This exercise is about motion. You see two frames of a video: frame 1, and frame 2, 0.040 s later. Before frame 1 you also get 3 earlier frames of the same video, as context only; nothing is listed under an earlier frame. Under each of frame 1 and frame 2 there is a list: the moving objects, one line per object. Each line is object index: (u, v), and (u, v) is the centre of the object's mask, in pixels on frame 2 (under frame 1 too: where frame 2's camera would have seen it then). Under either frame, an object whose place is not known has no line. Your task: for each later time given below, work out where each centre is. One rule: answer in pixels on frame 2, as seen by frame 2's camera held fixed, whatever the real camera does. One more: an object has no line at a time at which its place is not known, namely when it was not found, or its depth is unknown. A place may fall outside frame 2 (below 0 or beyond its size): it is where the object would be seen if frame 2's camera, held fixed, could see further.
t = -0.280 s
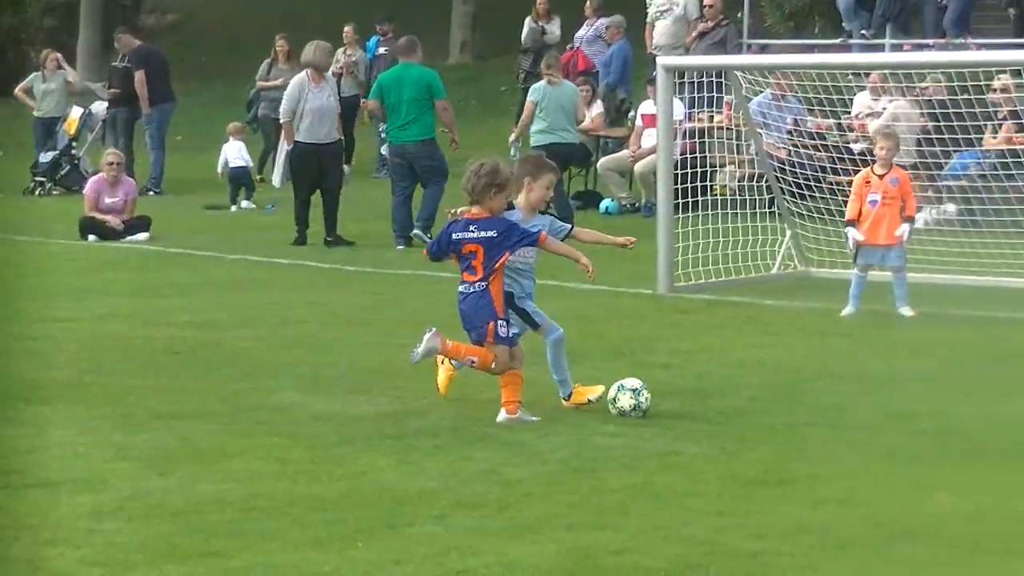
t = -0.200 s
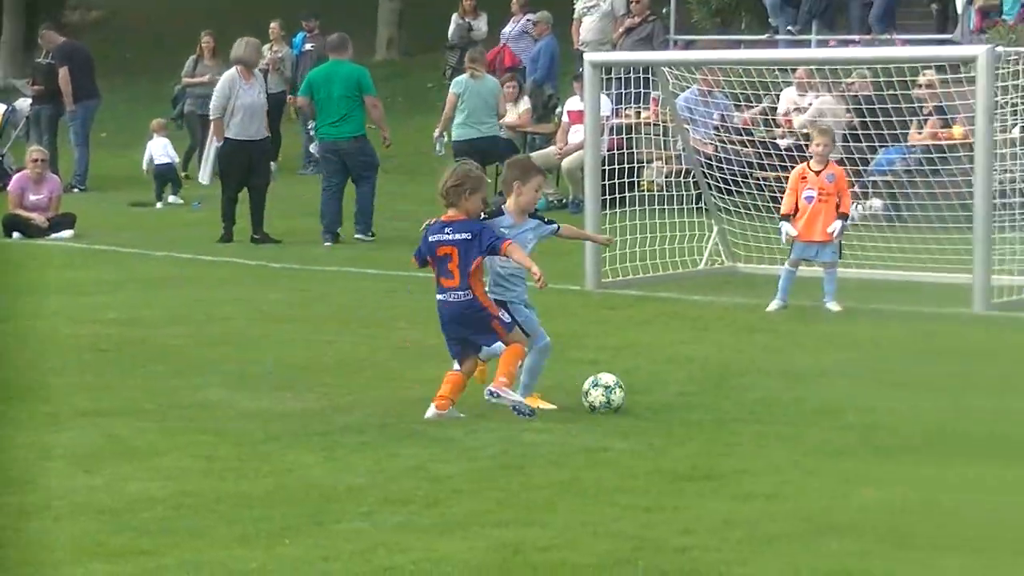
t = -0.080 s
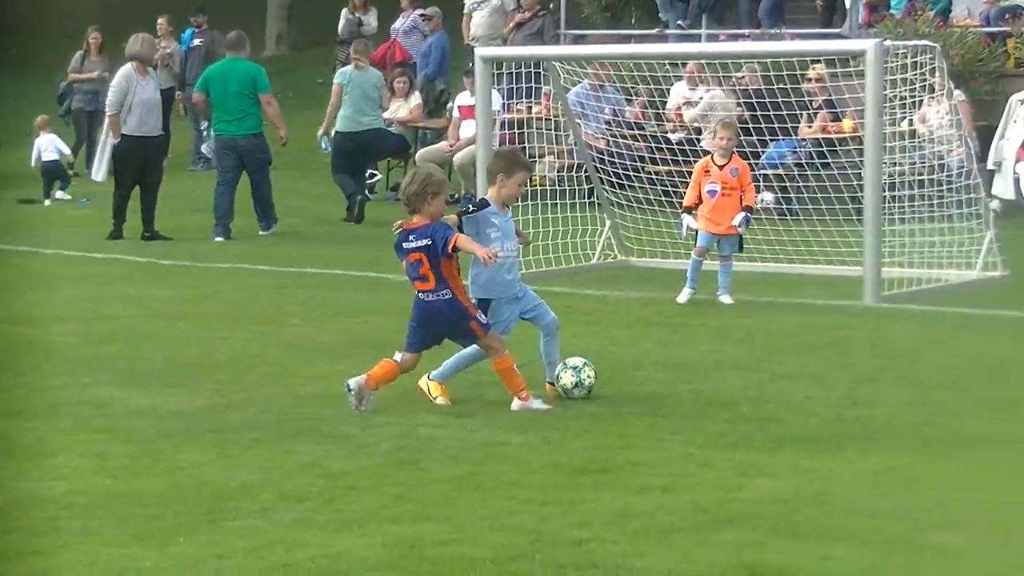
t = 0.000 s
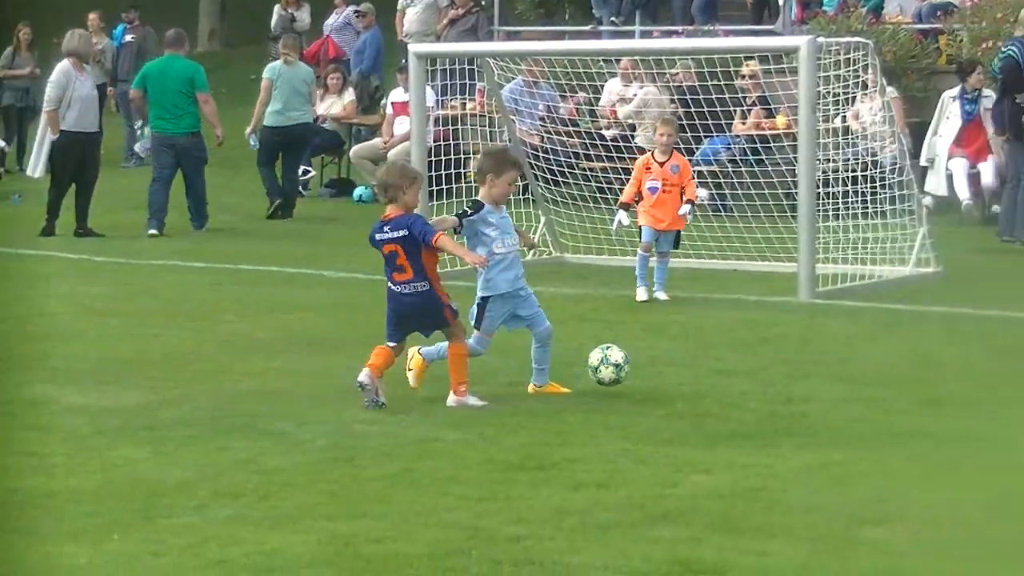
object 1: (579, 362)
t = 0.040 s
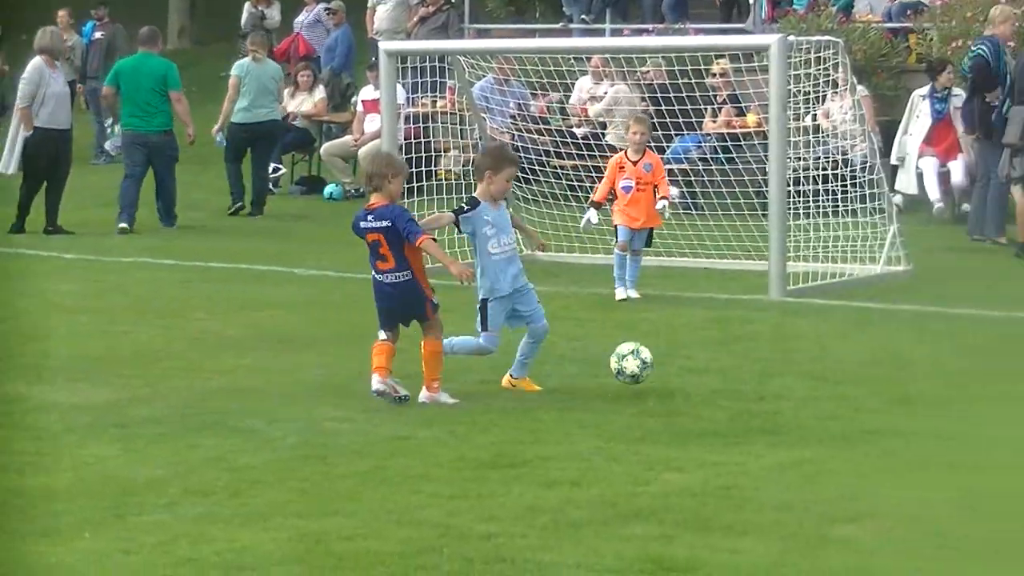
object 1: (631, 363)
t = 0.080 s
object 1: (684, 367)
